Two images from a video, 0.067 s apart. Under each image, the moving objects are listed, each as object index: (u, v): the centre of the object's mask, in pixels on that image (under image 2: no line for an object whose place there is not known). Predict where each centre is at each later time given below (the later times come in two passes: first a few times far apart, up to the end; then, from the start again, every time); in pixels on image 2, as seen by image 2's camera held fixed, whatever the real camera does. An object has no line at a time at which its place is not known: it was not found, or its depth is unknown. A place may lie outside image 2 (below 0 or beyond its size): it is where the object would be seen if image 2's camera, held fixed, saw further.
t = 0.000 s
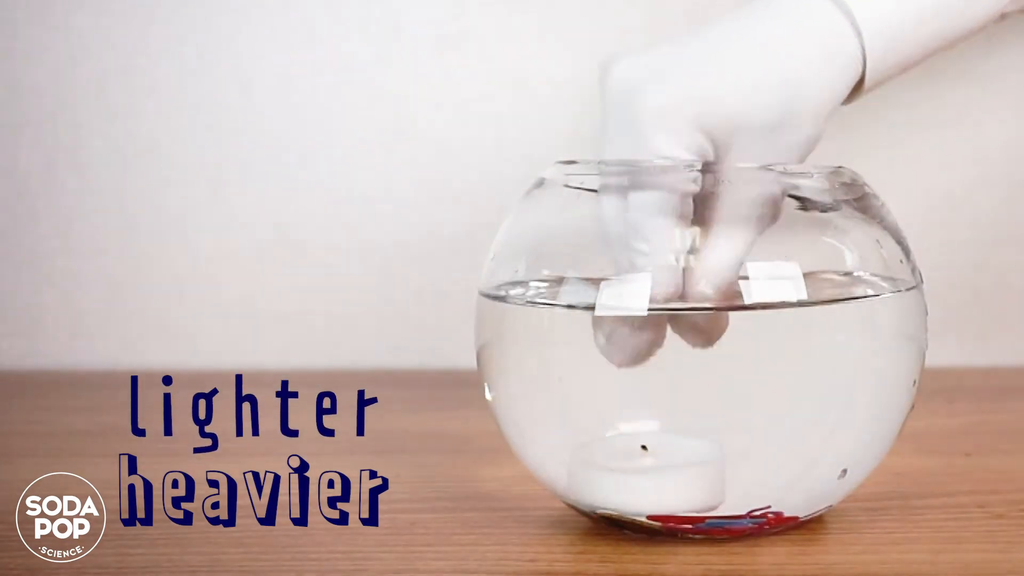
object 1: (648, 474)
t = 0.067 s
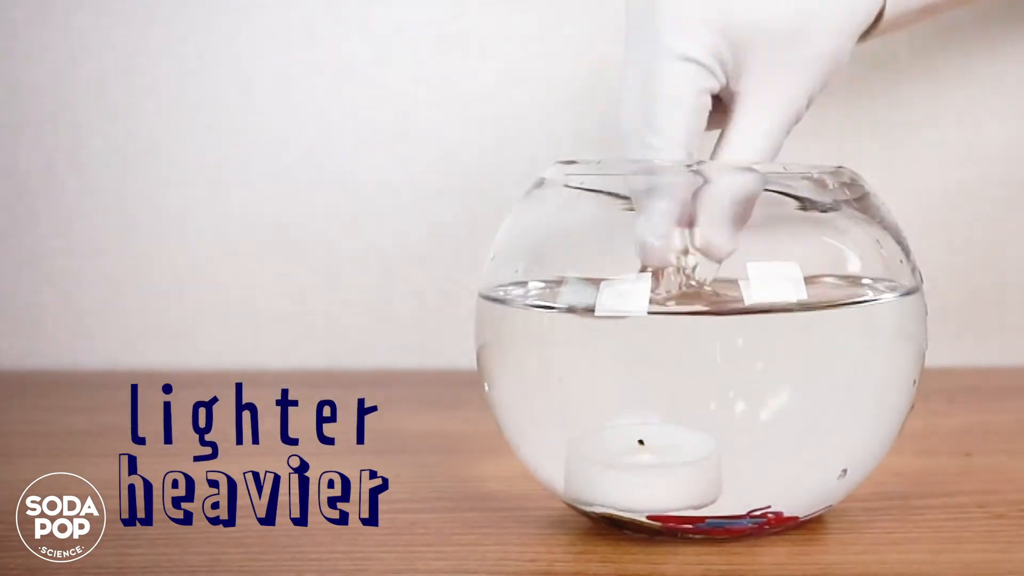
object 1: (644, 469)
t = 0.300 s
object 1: (640, 440)
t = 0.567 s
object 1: (638, 379)
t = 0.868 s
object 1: (646, 328)
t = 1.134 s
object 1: (641, 329)
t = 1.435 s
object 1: (629, 334)
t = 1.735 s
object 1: (629, 337)
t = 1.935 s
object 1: (624, 334)
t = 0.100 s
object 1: (643, 466)
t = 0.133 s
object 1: (641, 462)
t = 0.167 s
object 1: (639, 459)
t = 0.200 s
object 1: (638, 455)
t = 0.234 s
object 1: (637, 452)
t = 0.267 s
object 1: (639, 447)
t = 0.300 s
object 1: (640, 440)
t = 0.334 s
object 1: (642, 434)
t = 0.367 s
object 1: (642, 423)
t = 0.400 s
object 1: (643, 415)
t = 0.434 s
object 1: (643, 409)
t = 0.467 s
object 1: (641, 403)
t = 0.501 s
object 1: (639, 396)
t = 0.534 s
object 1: (638, 388)
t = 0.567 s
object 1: (638, 379)
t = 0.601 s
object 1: (639, 369)
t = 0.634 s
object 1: (641, 359)
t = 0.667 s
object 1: (642, 353)
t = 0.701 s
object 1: (643, 349)
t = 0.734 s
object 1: (643, 346)
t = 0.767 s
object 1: (643, 342)
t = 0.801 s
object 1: (644, 338)
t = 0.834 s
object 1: (647, 333)
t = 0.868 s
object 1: (646, 328)
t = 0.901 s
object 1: (644, 325)
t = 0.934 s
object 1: (634, 322)
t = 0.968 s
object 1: (632, 321)
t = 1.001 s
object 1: (640, 321)
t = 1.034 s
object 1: (646, 323)
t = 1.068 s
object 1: (645, 325)
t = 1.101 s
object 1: (642, 328)
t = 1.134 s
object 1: (641, 329)
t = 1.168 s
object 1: (640, 329)
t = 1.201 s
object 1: (631, 333)
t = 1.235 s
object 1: (632, 334)
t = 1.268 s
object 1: (632, 335)
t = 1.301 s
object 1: (632, 335)
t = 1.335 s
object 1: (632, 335)
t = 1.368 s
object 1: (631, 335)
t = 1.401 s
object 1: (630, 334)
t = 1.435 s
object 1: (629, 334)
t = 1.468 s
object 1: (628, 333)
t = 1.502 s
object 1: (628, 333)
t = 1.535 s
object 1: (627, 333)
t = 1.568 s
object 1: (627, 333)
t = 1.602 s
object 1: (628, 334)
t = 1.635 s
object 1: (628, 335)
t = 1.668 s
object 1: (629, 336)
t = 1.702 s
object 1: (629, 336)
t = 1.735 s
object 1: (629, 337)
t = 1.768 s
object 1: (629, 337)
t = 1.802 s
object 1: (628, 336)
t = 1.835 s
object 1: (627, 335)
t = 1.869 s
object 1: (625, 335)
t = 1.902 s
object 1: (624, 334)
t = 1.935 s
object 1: (624, 334)
